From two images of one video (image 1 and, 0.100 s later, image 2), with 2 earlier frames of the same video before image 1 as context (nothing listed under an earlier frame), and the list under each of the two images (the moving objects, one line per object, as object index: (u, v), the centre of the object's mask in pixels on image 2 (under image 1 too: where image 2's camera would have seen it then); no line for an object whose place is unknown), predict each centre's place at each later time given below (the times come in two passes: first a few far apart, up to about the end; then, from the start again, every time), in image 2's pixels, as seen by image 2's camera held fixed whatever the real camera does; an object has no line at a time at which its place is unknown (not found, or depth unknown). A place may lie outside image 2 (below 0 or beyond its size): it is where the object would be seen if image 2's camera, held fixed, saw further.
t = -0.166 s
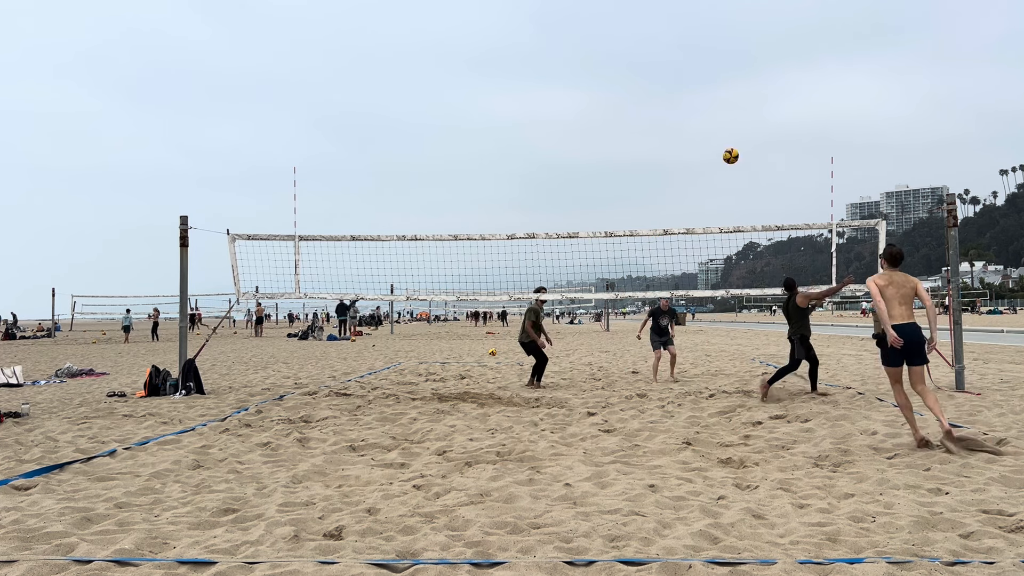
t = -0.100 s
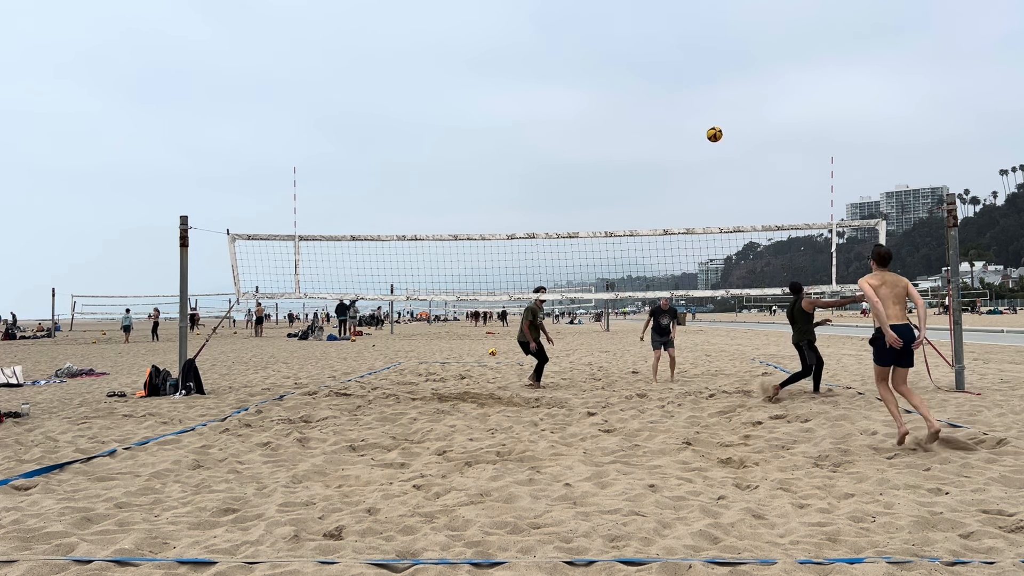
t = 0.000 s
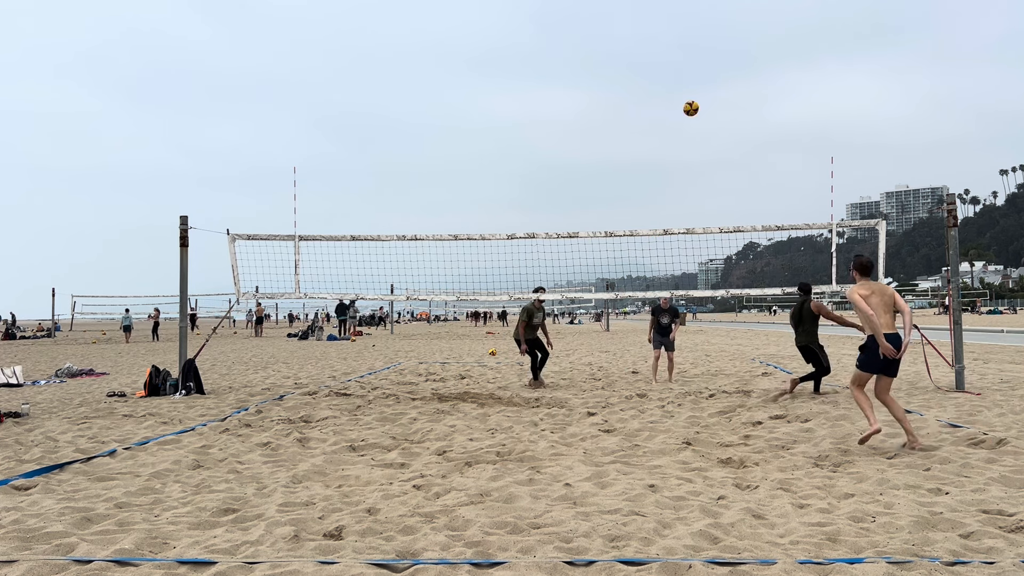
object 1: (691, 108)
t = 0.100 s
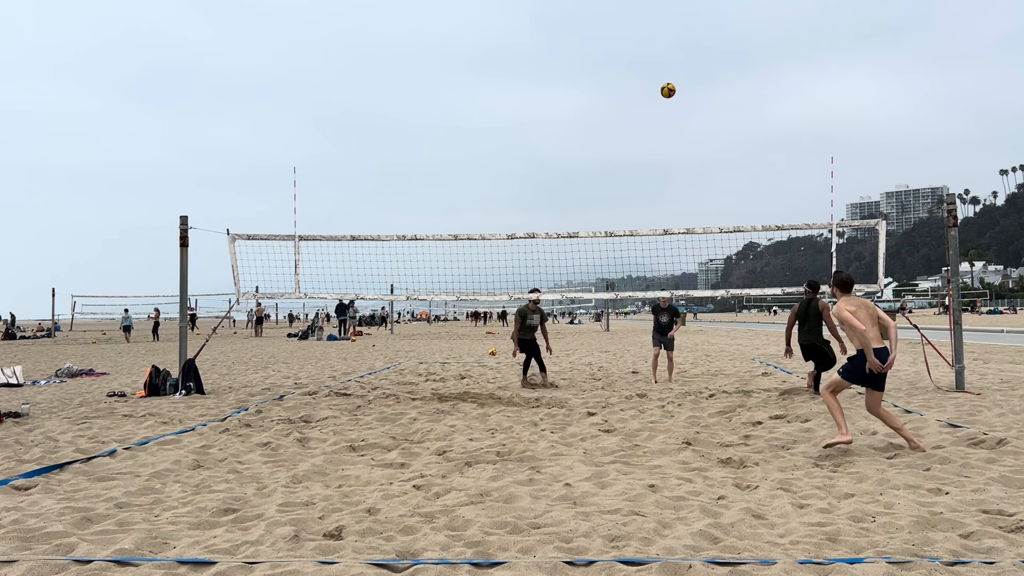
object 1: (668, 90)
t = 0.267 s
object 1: (631, 77)
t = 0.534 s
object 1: (578, 95)
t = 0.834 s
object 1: (525, 166)
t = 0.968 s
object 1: (504, 213)
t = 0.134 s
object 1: (661, 86)
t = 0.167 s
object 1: (653, 83)
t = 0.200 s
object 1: (646, 80)
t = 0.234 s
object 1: (639, 78)
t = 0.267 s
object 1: (631, 77)
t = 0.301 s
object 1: (624, 77)
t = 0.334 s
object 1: (618, 77)
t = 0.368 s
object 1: (611, 78)
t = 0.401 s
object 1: (604, 80)
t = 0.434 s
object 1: (597, 83)
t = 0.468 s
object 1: (591, 86)
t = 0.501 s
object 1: (584, 90)
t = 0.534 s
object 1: (578, 95)
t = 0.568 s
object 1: (571, 100)
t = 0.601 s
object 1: (565, 106)
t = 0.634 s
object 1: (559, 113)
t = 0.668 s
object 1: (553, 120)
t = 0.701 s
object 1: (547, 128)
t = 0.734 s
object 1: (541, 136)
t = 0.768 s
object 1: (536, 146)
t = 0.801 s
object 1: (530, 156)
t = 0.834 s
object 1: (525, 166)
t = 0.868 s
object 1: (519, 177)
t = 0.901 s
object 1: (514, 188)
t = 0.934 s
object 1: (509, 200)
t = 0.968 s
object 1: (504, 213)
